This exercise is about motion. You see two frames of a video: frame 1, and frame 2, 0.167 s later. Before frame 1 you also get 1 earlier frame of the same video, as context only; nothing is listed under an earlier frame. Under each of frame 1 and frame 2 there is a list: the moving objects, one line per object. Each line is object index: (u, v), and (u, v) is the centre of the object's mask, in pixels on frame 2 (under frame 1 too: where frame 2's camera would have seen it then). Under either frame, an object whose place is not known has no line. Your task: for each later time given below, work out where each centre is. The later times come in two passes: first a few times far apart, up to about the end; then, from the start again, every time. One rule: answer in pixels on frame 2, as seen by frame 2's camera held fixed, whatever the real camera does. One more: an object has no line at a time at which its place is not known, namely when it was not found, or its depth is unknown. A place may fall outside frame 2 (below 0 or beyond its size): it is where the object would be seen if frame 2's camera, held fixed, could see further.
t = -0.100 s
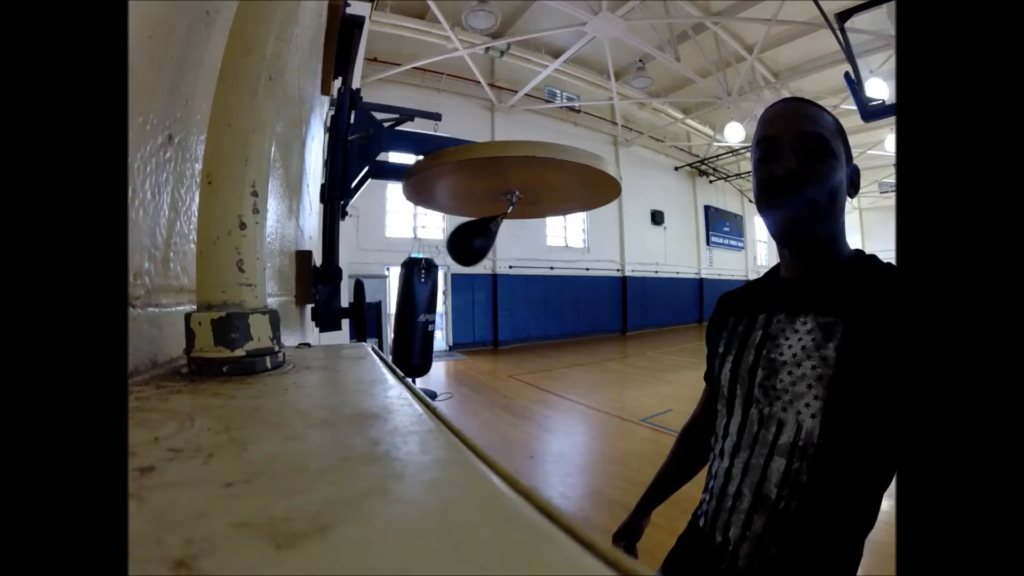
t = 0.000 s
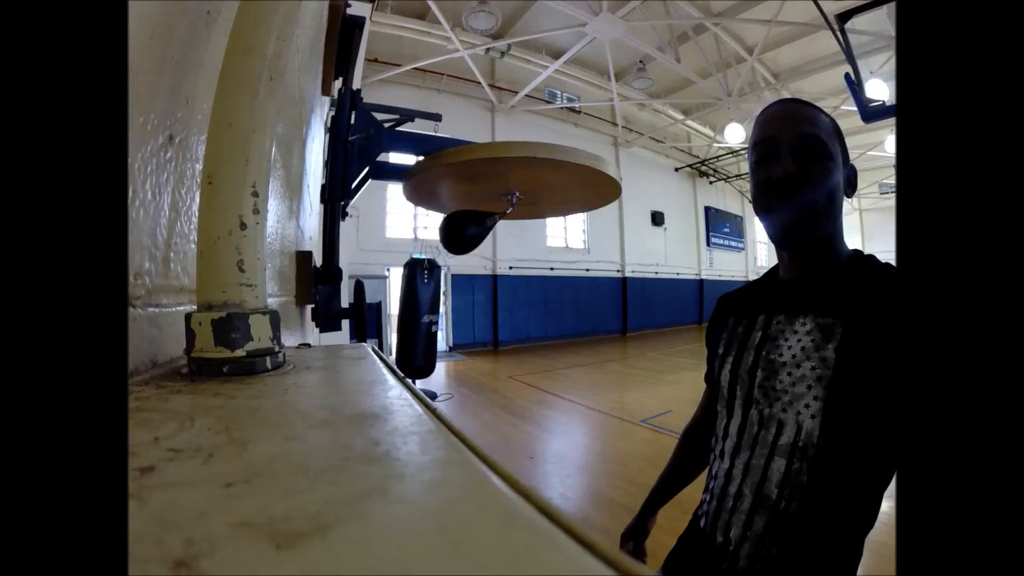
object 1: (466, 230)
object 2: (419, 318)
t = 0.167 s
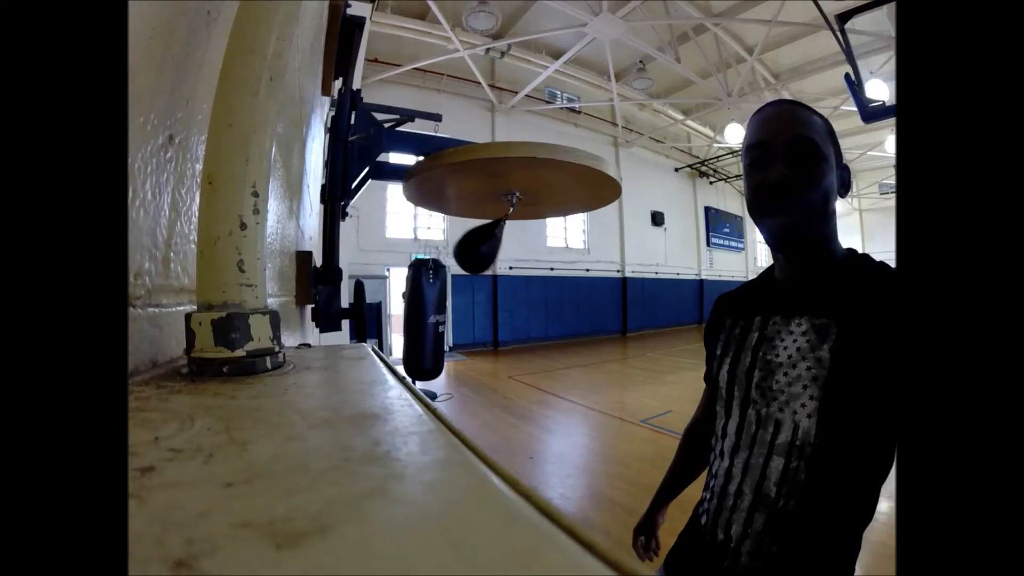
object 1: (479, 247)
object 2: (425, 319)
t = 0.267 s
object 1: (507, 259)
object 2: (429, 320)
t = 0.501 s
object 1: (557, 235)
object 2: (441, 320)
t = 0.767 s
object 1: (537, 253)
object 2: (450, 318)
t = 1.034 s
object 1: (472, 240)
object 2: (458, 322)
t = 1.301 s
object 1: (488, 253)
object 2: (456, 320)
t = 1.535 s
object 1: (548, 247)
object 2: (448, 320)
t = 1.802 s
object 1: (547, 246)
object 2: (435, 320)
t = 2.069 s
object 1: (483, 250)
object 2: (422, 319)
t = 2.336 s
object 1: (480, 248)
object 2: (415, 317)
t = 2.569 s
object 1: (536, 254)
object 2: (414, 317)
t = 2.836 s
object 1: (551, 243)
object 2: (419, 318)
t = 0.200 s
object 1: (487, 252)
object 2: (426, 320)
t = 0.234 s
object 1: (496, 257)
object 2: (428, 320)
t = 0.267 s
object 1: (507, 259)
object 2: (429, 320)
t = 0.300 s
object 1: (518, 259)
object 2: (431, 320)
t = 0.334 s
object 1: (528, 257)
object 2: (433, 320)
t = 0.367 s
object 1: (538, 253)
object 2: (434, 320)
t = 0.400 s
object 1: (545, 249)
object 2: (436, 320)
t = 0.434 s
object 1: (550, 244)
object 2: (437, 320)
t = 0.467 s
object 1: (554, 239)
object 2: (439, 320)
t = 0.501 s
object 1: (557, 235)
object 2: (441, 320)
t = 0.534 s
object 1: (558, 233)
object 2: (442, 320)
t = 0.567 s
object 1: (558, 233)
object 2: (443, 320)
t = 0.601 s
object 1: (558, 233)
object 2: (444, 320)
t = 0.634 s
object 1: (556, 236)
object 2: (445, 319)
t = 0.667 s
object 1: (553, 239)
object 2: (447, 319)
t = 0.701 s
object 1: (549, 244)
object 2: (448, 319)
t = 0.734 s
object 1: (544, 249)
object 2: (449, 319)
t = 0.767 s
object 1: (537, 253)
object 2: (450, 318)
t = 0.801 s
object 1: (528, 257)
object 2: (451, 318)
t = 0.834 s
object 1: (517, 259)
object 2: (454, 320)
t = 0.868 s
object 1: (507, 259)
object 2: (456, 320)
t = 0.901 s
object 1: (497, 256)
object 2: (456, 319)
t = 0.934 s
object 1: (488, 253)
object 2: (457, 321)
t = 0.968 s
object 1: (481, 248)
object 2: (457, 322)
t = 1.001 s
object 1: (476, 244)
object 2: (458, 322)
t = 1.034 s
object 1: (472, 240)
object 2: (458, 322)
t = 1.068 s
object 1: (470, 237)
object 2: (458, 321)
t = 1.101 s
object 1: (469, 236)
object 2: (458, 321)
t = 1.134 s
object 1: (469, 236)
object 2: (458, 321)
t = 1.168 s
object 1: (470, 237)
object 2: (458, 321)
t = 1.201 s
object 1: (472, 240)
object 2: (458, 322)
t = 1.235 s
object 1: (476, 244)
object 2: (457, 322)
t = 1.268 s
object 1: (481, 249)
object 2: (456, 322)
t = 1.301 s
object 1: (488, 253)
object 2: (456, 320)
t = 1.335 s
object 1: (497, 257)
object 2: (455, 320)
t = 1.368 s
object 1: (506, 259)
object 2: (454, 320)
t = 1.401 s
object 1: (516, 259)
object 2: (453, 320)
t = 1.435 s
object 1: (526, 258)
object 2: (452, 320)
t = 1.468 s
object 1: (535, 255)
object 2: (451, 320)
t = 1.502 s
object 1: (542, 251)
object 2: (449, 320)
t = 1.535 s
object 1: (548, 247)
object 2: (448, 320)
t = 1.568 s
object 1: (551, 242)
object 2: (446, 321)
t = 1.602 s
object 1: (554, 239)
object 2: (445, 320)
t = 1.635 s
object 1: (555, 237)
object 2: (443, 320)
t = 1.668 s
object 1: (556, 236)
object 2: (441, 320)
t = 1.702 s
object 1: (555, 237)
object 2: (440, 321)
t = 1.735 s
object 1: (554, 239)
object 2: (438, 320)
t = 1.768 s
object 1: (551, 242)
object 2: (436, 320)
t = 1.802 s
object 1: (547, 246)
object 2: (435, 320)
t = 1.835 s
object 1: (542, 251)
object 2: (433, 320)
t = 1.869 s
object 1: (534, 255)
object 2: (431, 320)
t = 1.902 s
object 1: (526, 258)
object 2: (430, 320)
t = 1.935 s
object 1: (516, 259)
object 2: (428, 320)
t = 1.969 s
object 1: (506, 259)
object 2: (426, 320)
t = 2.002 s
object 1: (497, 257)
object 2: (425, 320)
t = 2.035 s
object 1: (489, 254)
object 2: (424, 319)
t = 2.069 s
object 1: (483, 250)
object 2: (422, 319)
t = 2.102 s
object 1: (478, 246)
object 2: (421, 319)
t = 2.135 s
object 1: (474, 243)
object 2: (420, 319)
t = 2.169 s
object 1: (472, 241)
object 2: (419, 319)
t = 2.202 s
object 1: (471, 240)
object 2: (418, 318)
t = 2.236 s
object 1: (472, 240)
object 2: (417, 318)
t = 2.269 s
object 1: (473, 242)
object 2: (416, 318)
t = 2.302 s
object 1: (476, 244)
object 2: (415, 318)
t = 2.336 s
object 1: (480, 248)
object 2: (415, 317)
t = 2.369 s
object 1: (485, 251)
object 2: (414, 317)
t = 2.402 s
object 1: (492, 255)
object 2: (414, 317)
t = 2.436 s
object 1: (500, 258)
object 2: (414, 317)
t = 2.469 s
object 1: (509, 259)
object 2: (413, 317)
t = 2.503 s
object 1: (519, 259)
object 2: (413, 317)
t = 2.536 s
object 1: (528, 257)
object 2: (413, 317)
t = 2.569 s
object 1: (536, 254)
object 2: (414, 317)
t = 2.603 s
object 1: (542, 251)
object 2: (414, 317)
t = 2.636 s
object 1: (547, 247)
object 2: (414, 317)
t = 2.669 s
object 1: (550, 243)
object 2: (415, 317)
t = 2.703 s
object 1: (552, 241)
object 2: (415, 318)
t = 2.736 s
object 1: (553, 239)
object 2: (416, 318)
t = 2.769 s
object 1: (553, 239)
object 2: (417, 318)
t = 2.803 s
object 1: (553, 240)
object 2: (418, 318)
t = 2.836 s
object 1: (551, 243)
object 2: (419, 318)
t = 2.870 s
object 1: (548, 247)
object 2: (420, 319)
